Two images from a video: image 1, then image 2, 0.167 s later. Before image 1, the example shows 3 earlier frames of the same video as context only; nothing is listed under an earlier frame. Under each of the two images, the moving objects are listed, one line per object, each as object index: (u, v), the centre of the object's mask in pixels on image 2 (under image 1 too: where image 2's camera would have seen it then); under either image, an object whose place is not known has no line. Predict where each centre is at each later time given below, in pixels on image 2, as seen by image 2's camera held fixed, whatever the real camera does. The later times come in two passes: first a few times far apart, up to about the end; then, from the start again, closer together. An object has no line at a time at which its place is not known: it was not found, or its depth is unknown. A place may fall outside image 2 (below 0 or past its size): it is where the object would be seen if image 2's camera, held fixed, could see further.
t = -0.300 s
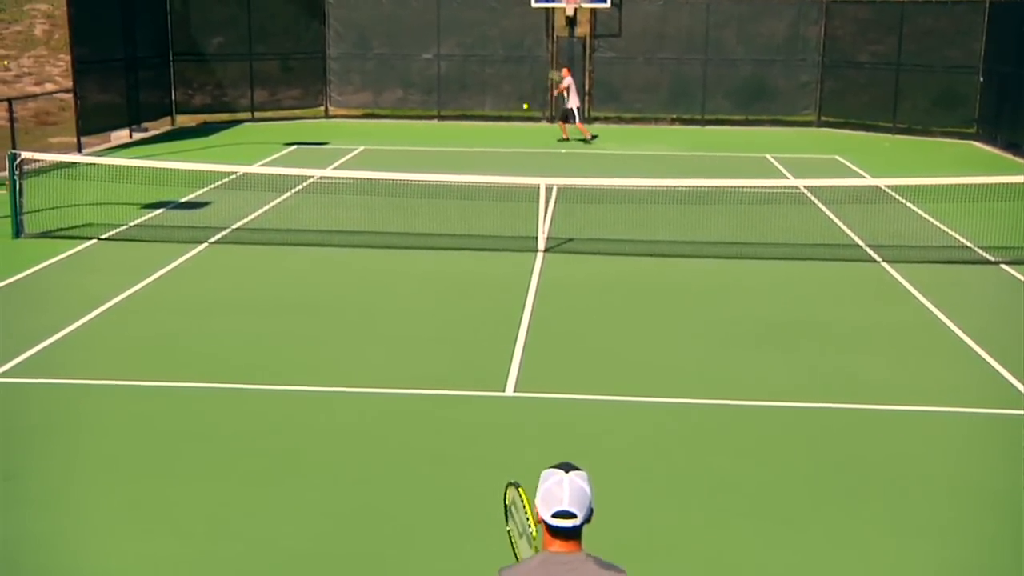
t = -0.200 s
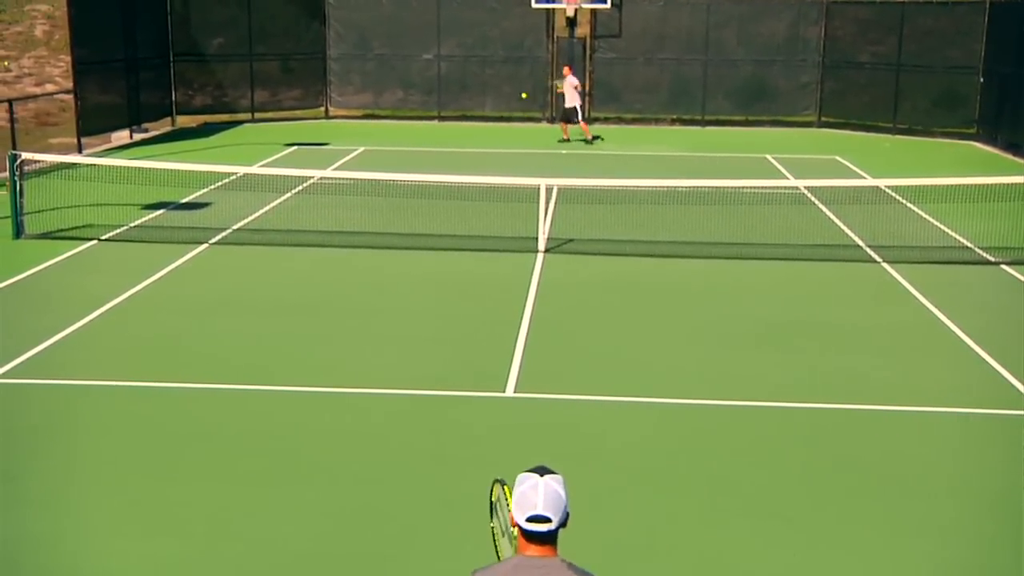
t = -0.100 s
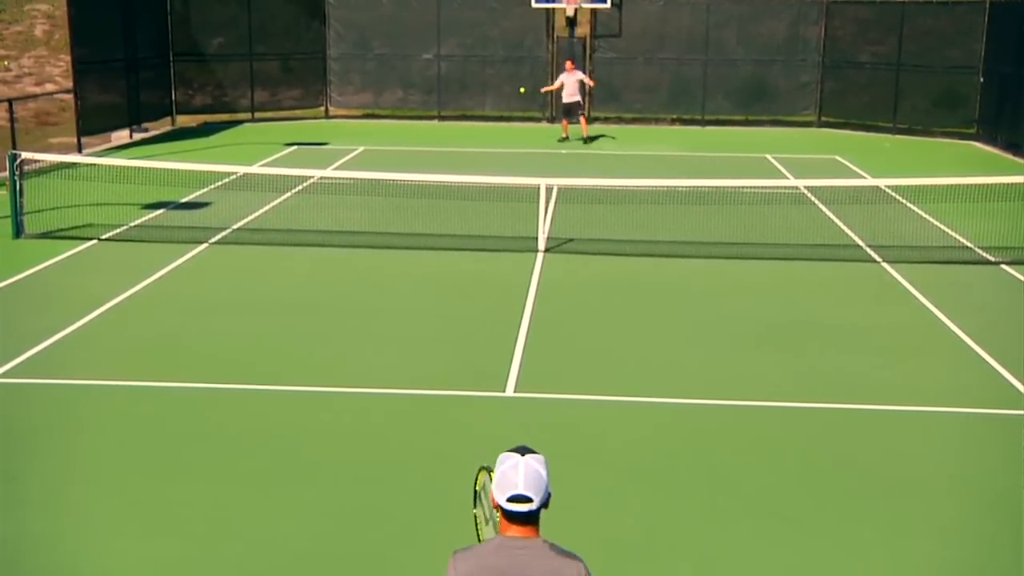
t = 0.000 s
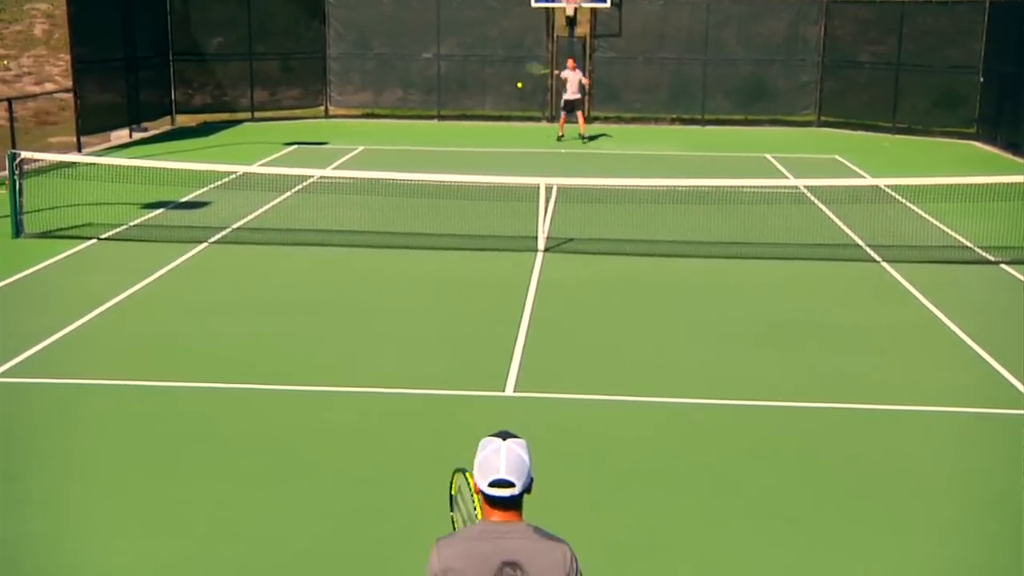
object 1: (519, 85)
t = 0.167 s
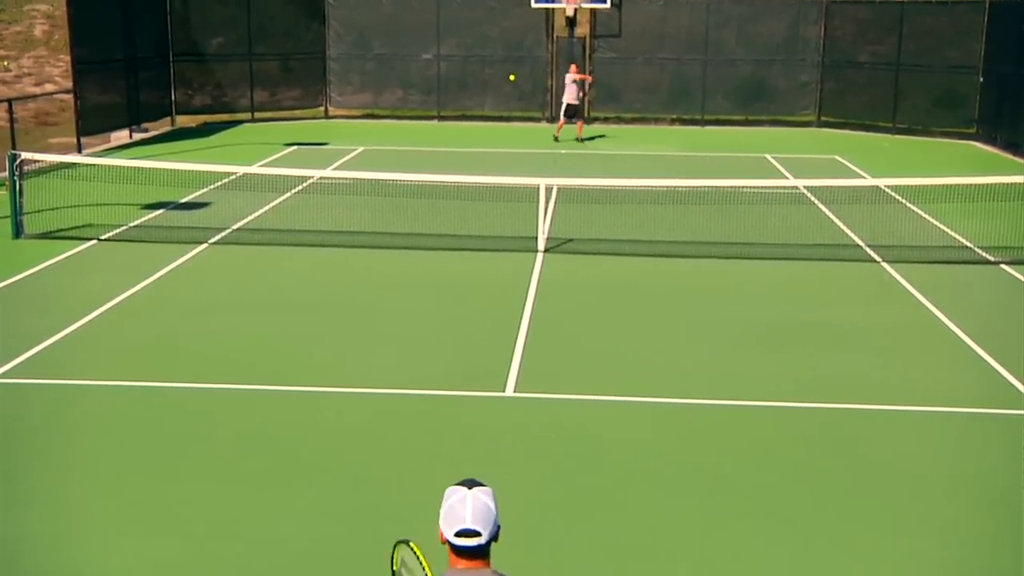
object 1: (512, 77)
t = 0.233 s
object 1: (507, 80)
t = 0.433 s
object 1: (490, 112)
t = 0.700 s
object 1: (452, 257)
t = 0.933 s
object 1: (409, 350)
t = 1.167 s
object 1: (357, 361)
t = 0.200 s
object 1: (510, 78)
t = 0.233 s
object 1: (507, 80)
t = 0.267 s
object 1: (505, 82)
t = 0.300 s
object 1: (502, 85)
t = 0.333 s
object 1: (499, 90)
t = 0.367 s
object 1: (497, 96)
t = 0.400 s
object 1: (494, 104)
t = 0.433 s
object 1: (490, 112)
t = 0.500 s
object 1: (483, 135)
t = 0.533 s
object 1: (479, 150)
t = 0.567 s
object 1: (474, 166)
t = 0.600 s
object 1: (470, 185)
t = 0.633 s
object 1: (464, 206)
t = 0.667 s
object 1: (458, 230)
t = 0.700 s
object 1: (452, 257)
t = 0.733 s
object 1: (445, 288)
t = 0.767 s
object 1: (437, 323)
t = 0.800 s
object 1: (429, 362)
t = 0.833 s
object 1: (424, 372)
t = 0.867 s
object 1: (419, 364)
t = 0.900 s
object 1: (414, 357)
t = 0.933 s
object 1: (409, 350)
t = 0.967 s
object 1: (403, 346)
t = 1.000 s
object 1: (397, 343)
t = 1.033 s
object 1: (390, 342)
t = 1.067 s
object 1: (383, 343)
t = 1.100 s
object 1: (375, 346)
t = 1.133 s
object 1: (366, 352)
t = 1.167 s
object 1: (357, 361)
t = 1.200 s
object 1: (346, 374)
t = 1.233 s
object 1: (335, 390)
